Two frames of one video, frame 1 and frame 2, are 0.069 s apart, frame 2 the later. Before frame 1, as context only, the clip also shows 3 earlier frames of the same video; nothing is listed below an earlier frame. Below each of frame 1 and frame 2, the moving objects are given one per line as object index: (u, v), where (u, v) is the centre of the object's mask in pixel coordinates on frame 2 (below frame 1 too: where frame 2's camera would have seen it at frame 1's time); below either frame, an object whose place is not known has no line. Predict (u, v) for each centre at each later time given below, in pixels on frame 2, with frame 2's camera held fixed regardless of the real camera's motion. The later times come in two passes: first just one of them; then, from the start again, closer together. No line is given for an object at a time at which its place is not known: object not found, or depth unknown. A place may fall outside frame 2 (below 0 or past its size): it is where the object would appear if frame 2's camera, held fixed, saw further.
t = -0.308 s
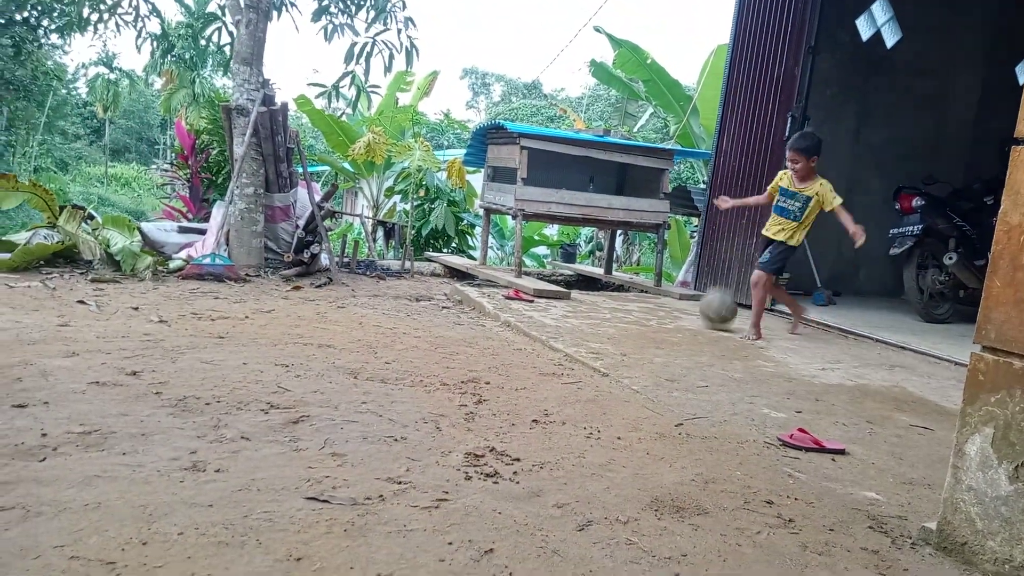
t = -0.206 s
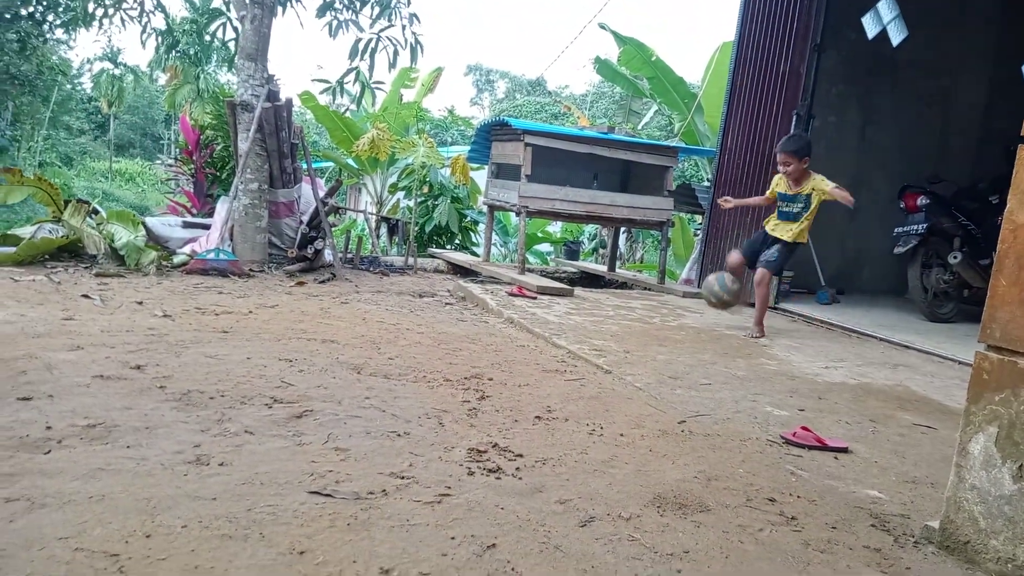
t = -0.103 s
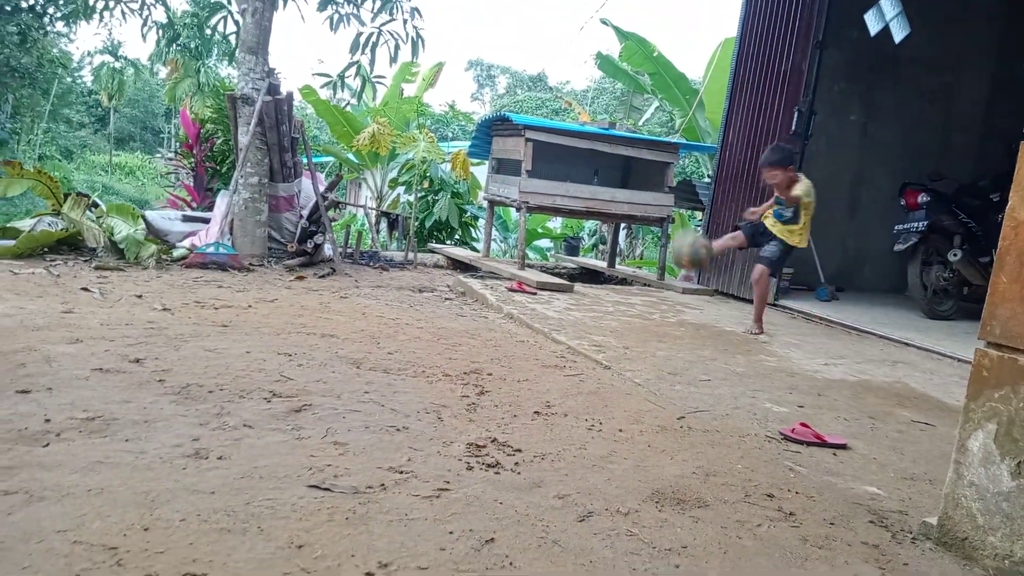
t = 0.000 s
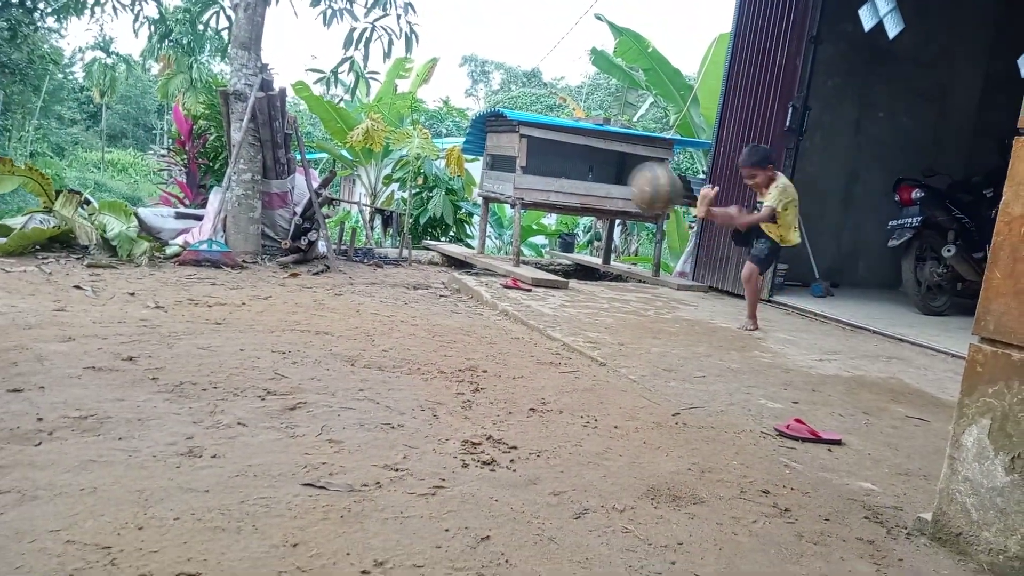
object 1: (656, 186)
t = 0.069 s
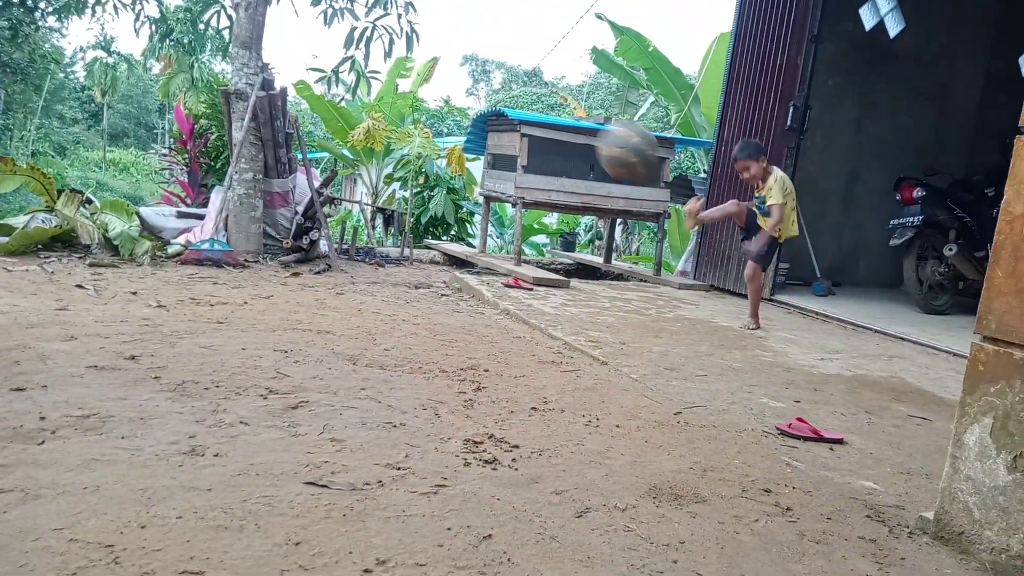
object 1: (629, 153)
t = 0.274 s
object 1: (454, 81)
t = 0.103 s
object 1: (610, 133)
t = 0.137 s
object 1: (590, 117)
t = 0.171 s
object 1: (565, 105)
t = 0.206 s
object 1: (534, 96)
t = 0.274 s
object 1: (454, 81)
